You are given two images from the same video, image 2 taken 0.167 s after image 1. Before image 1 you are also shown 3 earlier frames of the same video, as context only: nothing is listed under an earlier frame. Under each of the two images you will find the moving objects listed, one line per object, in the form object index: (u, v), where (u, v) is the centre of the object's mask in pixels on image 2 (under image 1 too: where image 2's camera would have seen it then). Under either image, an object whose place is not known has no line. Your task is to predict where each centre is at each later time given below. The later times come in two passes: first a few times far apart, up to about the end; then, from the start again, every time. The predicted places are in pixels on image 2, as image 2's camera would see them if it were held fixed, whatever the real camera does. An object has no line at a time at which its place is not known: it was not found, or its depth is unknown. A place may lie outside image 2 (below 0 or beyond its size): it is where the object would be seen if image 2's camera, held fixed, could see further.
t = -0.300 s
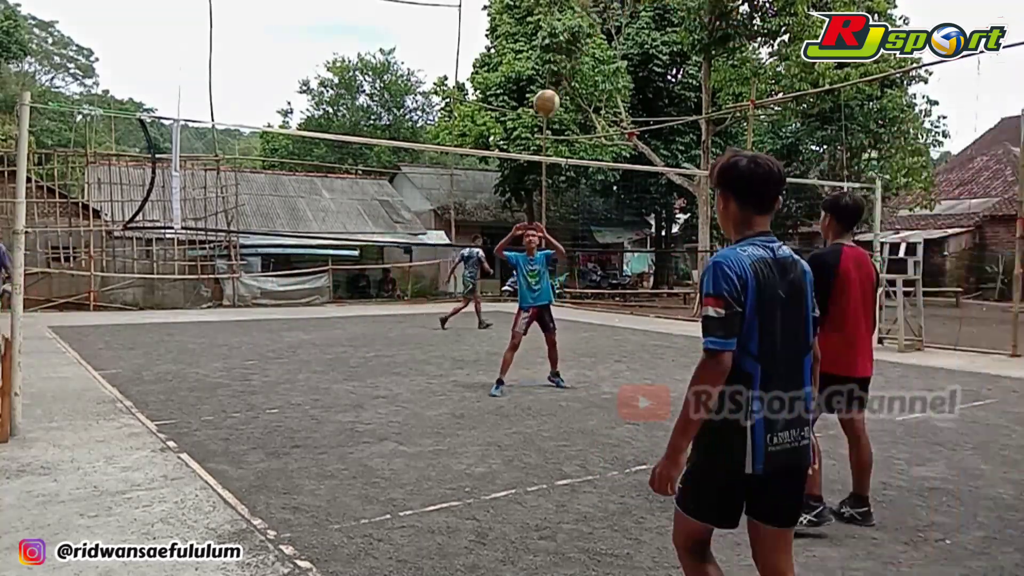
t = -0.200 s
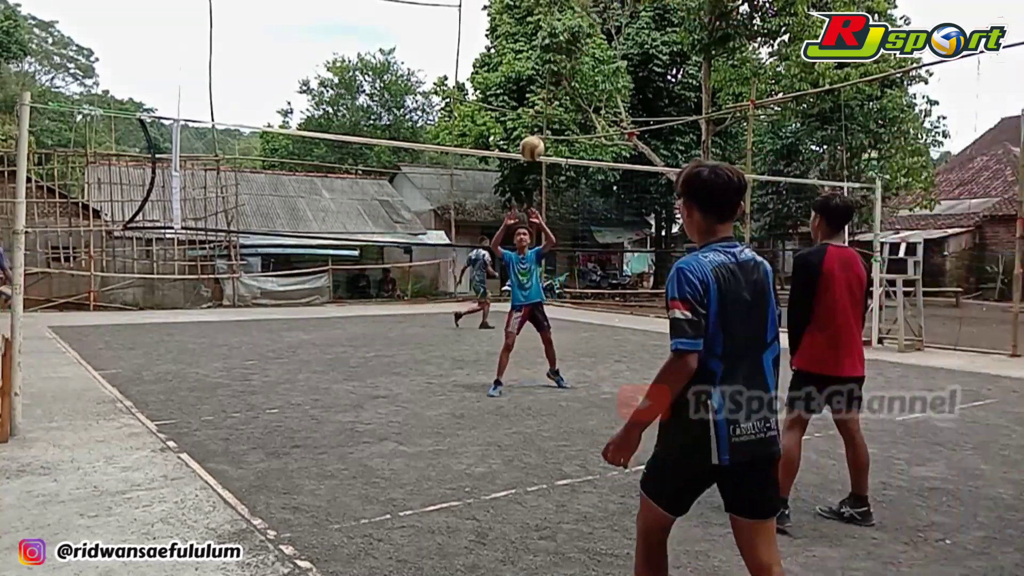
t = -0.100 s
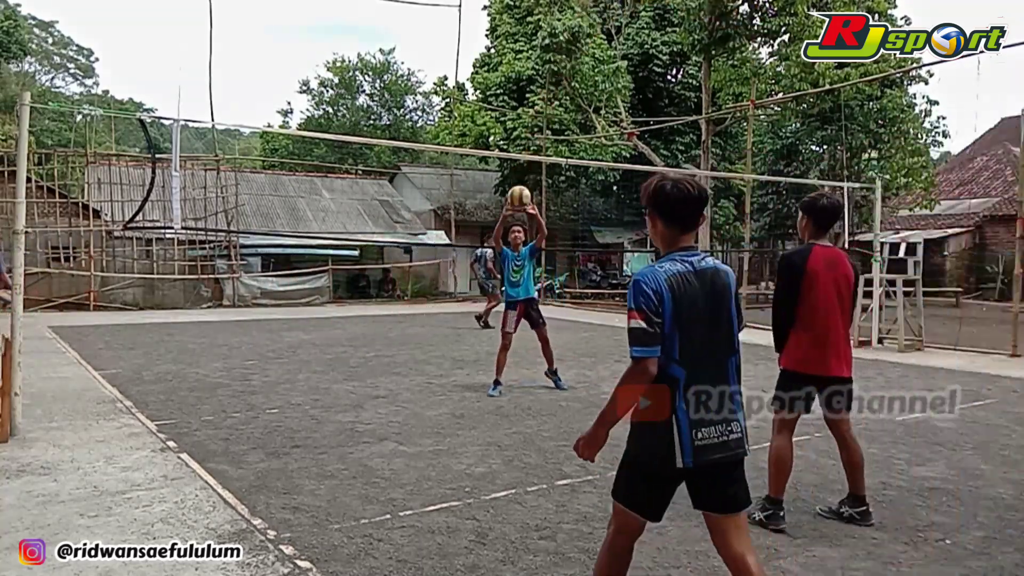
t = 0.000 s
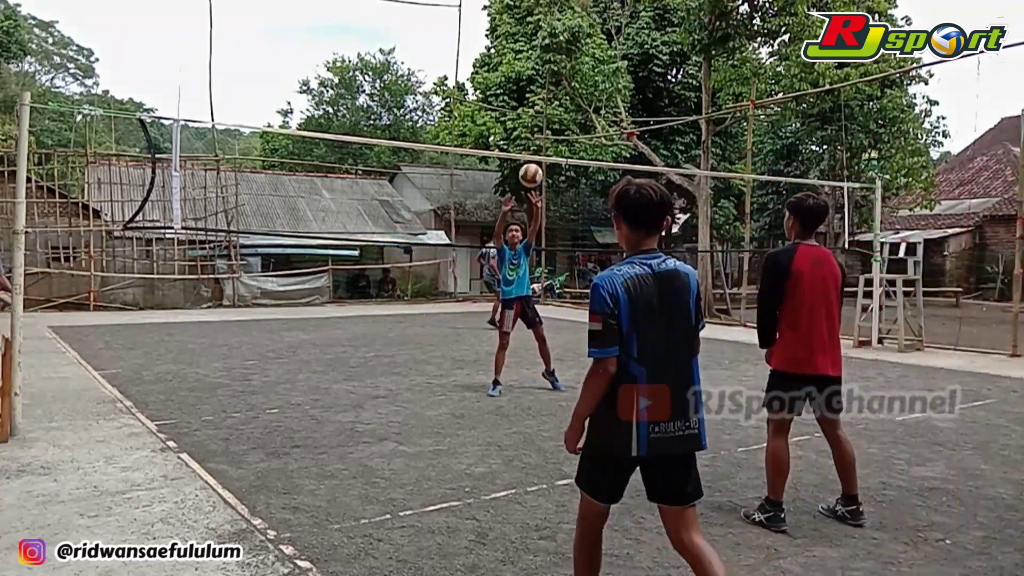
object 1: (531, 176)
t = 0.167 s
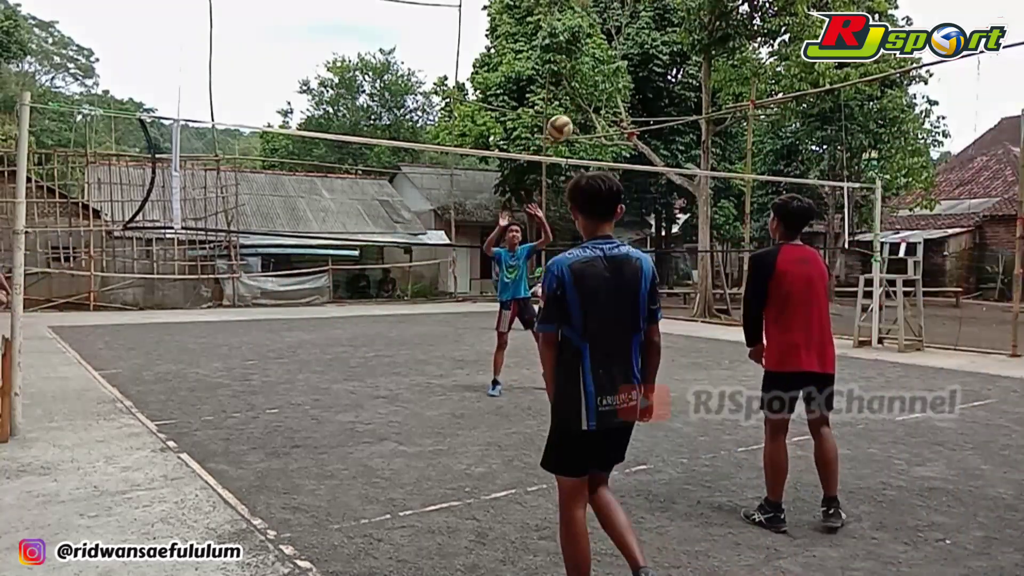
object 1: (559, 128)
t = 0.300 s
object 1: (585, 111)
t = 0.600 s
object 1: (651, 160)
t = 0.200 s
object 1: (566, 122)
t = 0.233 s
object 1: (572, 117)
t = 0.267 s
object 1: (579, 114)
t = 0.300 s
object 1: (585, 111)
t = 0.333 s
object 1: (592, 109)
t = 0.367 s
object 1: (598, 110)
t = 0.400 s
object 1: (606, 112)
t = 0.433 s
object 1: (613, 115)
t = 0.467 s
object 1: (620, 121)
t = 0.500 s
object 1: (627, 128)
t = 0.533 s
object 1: (635, 136)
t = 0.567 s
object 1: (643, 148)
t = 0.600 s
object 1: (651, 160)
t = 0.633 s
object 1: (659, 175)
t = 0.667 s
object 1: (668, 192)
